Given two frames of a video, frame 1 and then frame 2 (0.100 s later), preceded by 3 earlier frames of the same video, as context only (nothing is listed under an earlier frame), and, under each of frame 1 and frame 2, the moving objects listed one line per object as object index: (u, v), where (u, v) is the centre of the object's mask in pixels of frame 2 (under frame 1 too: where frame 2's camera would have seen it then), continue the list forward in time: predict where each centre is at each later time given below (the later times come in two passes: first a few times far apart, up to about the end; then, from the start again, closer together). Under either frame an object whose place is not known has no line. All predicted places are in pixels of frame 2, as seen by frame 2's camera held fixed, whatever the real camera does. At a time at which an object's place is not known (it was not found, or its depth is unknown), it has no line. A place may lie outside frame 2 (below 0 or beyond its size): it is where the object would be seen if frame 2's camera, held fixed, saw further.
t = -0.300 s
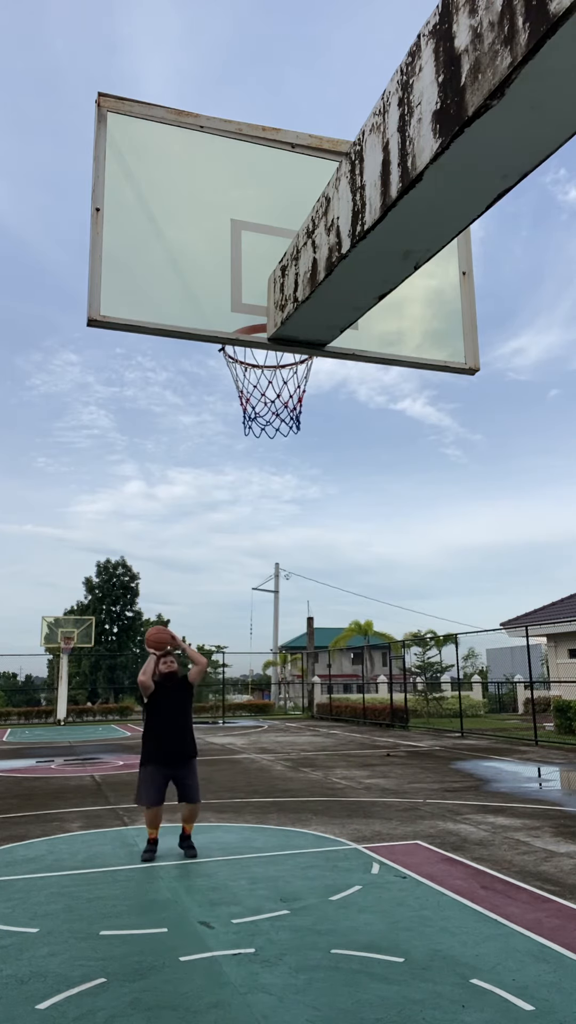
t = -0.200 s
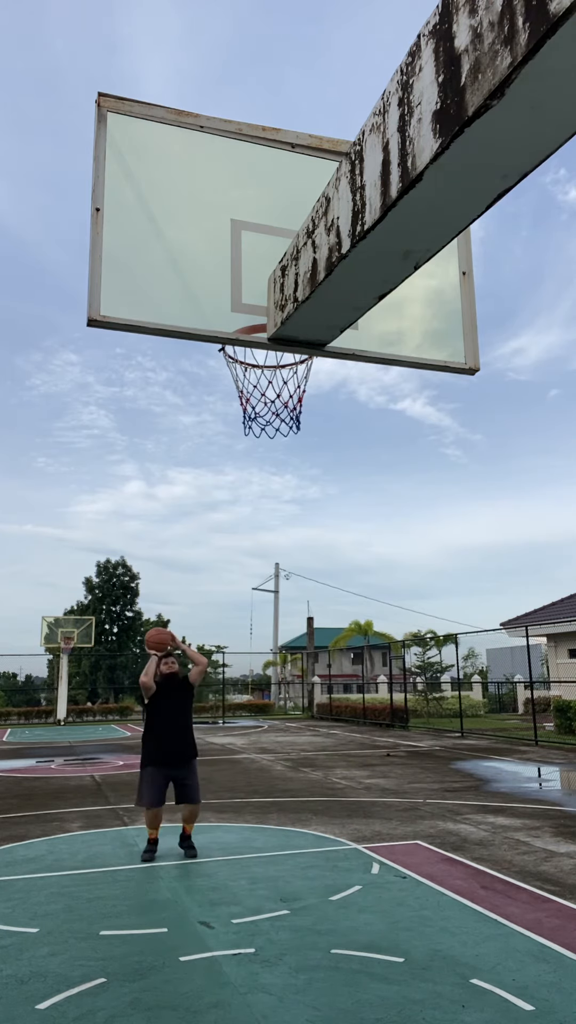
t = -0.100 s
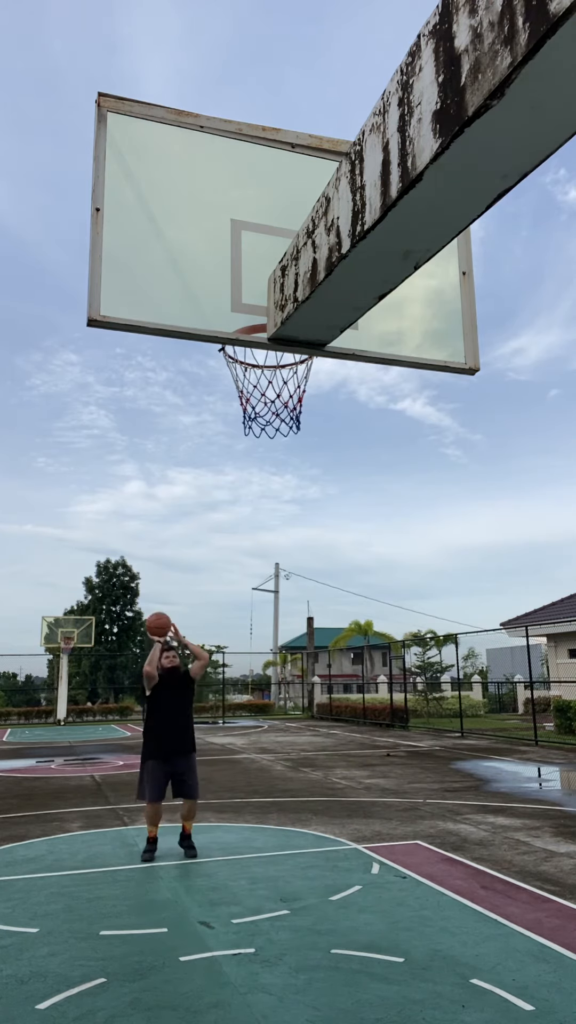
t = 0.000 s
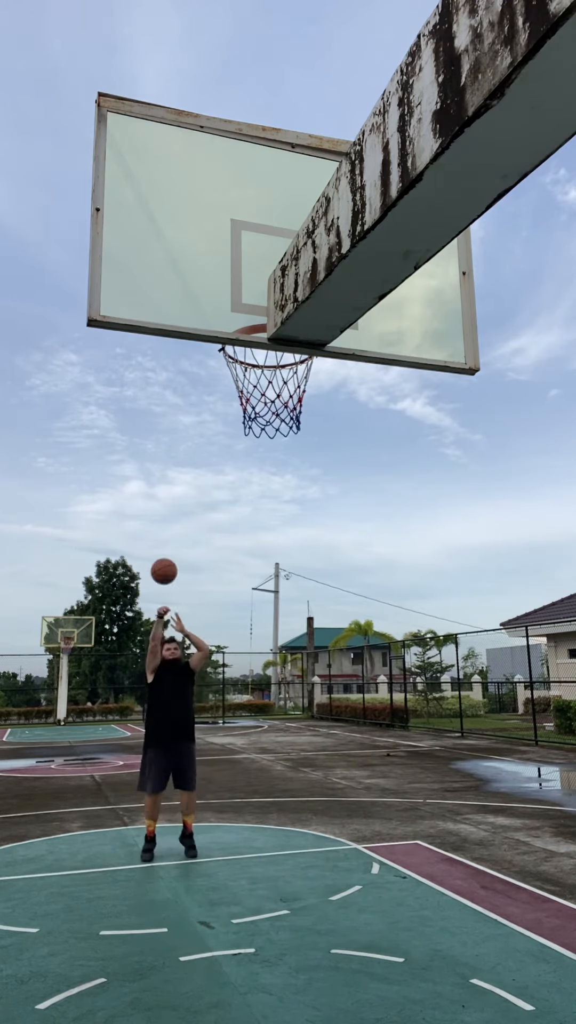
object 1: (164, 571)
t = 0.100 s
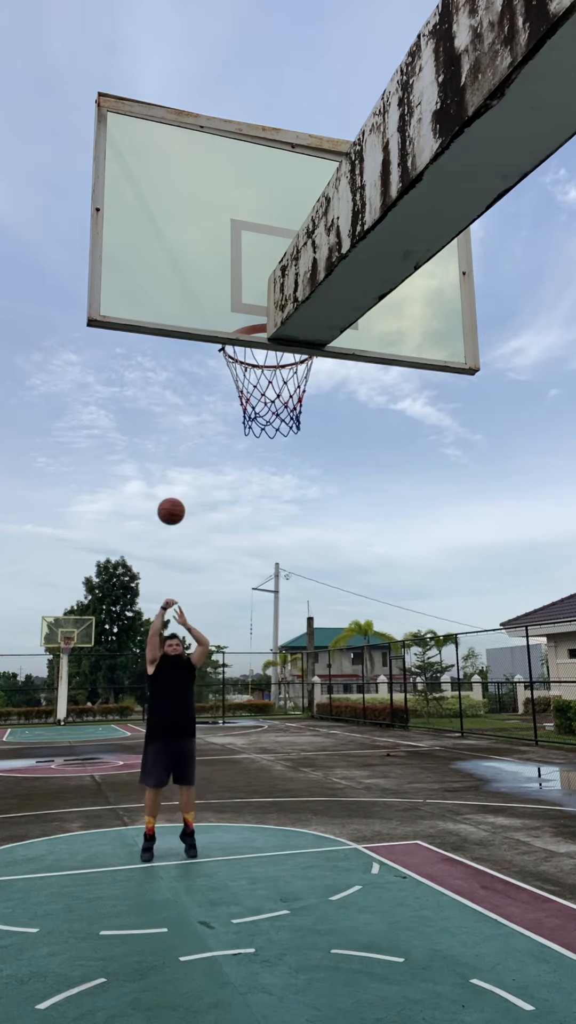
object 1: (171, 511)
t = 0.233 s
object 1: (181, 441)
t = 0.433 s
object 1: (199, 358)
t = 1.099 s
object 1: (328, 376)
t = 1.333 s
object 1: (377, 481)
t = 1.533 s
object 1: (413, 602)
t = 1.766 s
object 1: (453, 776)
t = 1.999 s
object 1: (471, 739)
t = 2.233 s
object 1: (479, 644)
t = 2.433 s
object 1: (488, 616)
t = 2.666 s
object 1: (500, 630)
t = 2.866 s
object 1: (513, 675)
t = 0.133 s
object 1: (174, 492)
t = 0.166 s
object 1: (176, 474)
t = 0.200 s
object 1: (179, 457)
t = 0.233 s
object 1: (181, 441)
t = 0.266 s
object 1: (184, 425)
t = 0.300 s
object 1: (187, 410)
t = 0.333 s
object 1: (190, 395)
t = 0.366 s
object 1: (193, 382)
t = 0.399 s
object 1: (196, 370)
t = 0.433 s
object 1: (199, 358)
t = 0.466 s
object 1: (202, 352)
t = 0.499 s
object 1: (205, 347)
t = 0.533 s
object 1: (209, 344)
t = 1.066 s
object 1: (318, 369)
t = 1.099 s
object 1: (328, 376)
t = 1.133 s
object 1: (335, 387)
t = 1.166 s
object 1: (343, 401)
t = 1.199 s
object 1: (351, 415)
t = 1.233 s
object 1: (358, 430)
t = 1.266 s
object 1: (364, 446)
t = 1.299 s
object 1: (371, 463)
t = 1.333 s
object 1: (377, 481)
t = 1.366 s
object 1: (383, 499)
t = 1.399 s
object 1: (389, 518)
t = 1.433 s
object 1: (395, 538)
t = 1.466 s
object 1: (401, 559)
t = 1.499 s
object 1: (407, 580)
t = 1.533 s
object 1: (413, 602)
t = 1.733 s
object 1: (447, 749)
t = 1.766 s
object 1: (453, 776)
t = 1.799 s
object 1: (458, 804)
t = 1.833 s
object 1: (465, 833)
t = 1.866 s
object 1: (468, 834)
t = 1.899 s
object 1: (469, 807)
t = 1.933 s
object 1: (469, 782)
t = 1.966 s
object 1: (470, 759)
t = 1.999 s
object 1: (471, 739)
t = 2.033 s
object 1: (472, 721)
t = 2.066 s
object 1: (473, 704)
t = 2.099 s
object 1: (474, 689)
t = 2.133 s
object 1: (475, 675)
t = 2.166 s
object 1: (476, 664)
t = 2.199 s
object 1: (477, 653)
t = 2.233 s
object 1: (479, 644)
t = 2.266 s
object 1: (480, 637)
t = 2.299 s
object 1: (481, 630)
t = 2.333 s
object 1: (483, 625)
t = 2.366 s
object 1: (484, 621)
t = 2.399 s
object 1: (486, 618)
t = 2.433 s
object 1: (488, 616)
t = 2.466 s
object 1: (489, 615)
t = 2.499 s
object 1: (491, 615)
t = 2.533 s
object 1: (493, 616)
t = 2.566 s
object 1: (494, 618)
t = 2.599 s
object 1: (496, 621)
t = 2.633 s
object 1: (498, 625)
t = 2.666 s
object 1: (500, 630)
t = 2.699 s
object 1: (502, 635)
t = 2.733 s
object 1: (504, 642)
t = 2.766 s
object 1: (506, 649)
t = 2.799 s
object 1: (508, 657)
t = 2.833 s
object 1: (510, 666)
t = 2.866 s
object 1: (513, 675)
